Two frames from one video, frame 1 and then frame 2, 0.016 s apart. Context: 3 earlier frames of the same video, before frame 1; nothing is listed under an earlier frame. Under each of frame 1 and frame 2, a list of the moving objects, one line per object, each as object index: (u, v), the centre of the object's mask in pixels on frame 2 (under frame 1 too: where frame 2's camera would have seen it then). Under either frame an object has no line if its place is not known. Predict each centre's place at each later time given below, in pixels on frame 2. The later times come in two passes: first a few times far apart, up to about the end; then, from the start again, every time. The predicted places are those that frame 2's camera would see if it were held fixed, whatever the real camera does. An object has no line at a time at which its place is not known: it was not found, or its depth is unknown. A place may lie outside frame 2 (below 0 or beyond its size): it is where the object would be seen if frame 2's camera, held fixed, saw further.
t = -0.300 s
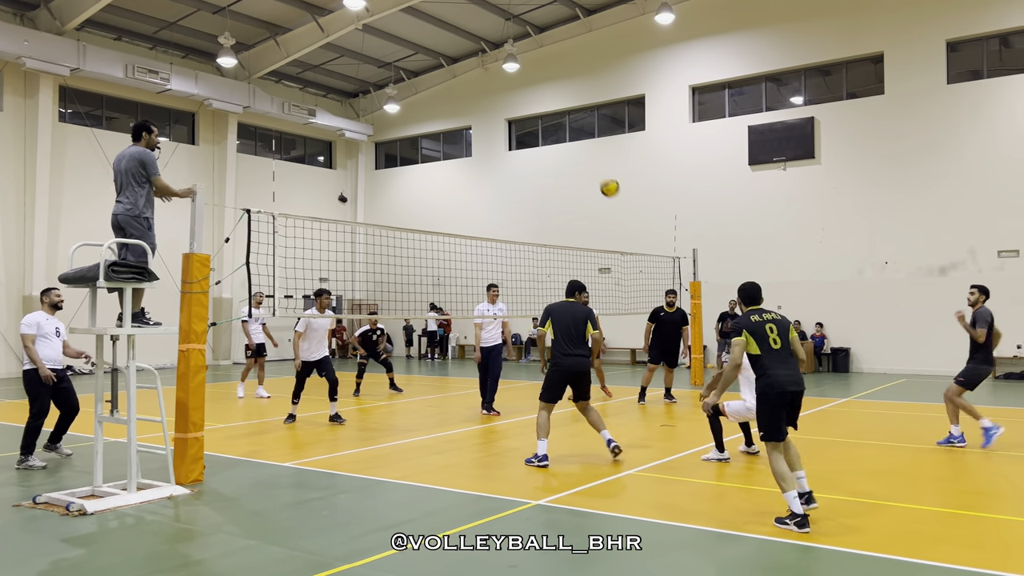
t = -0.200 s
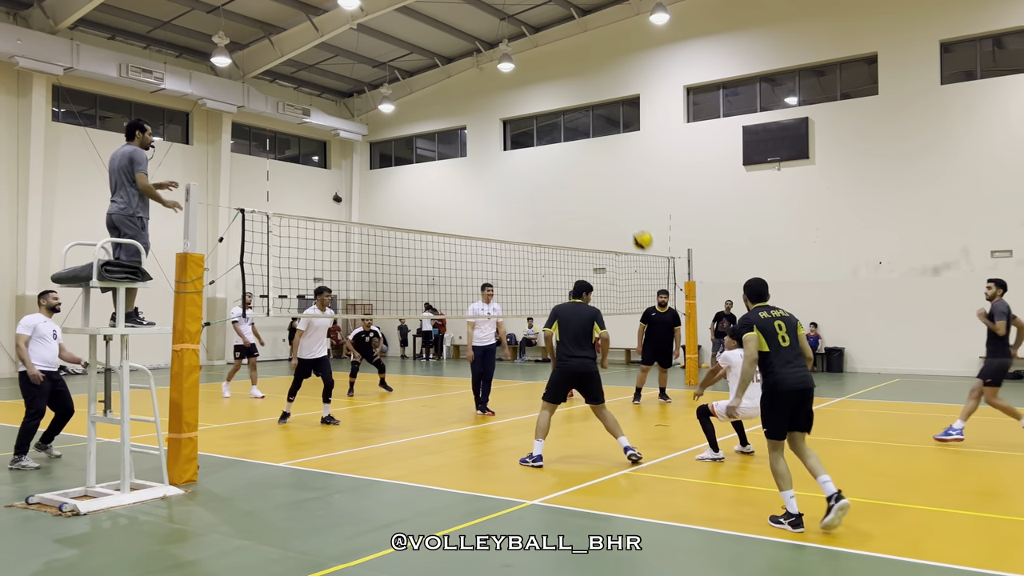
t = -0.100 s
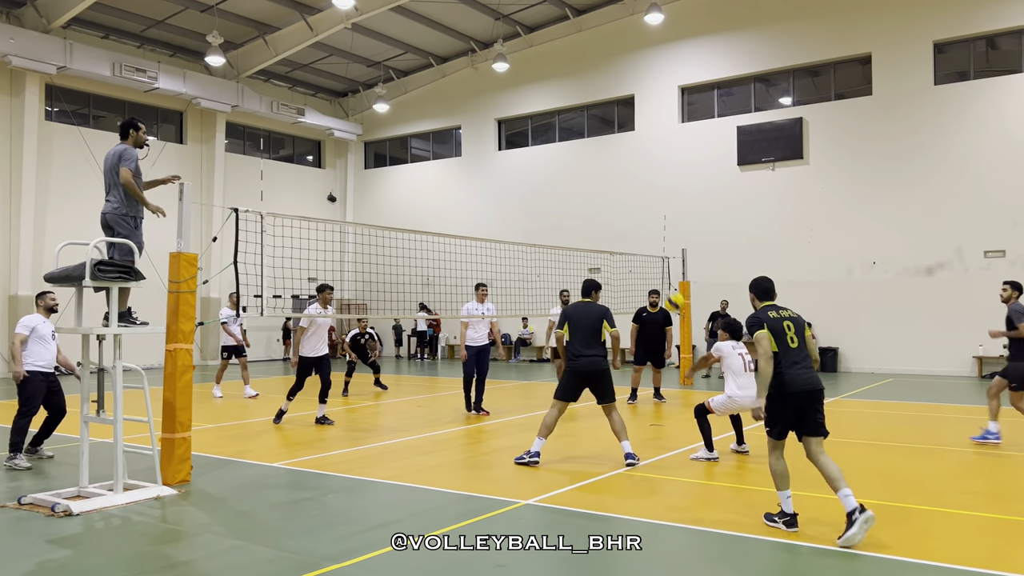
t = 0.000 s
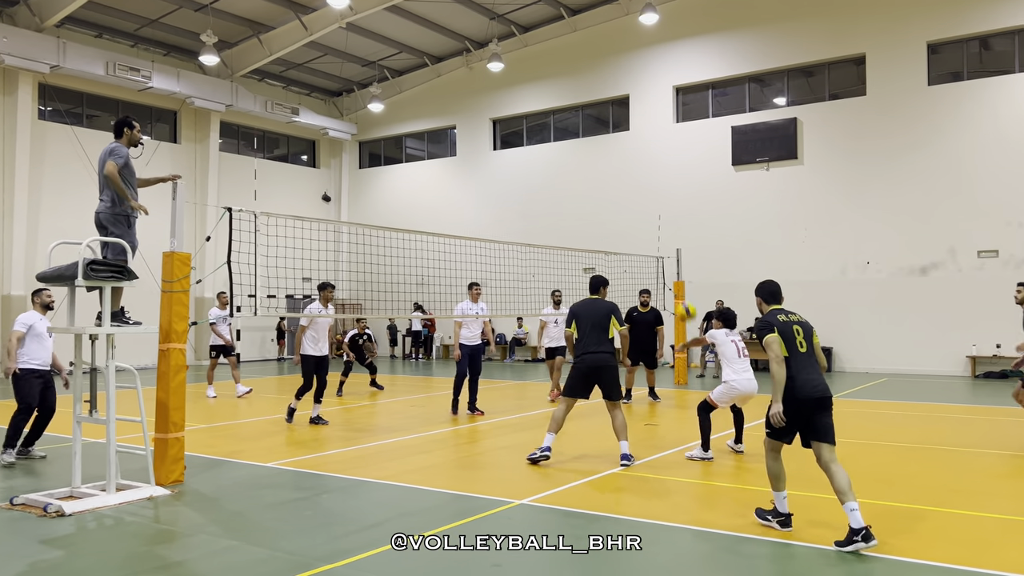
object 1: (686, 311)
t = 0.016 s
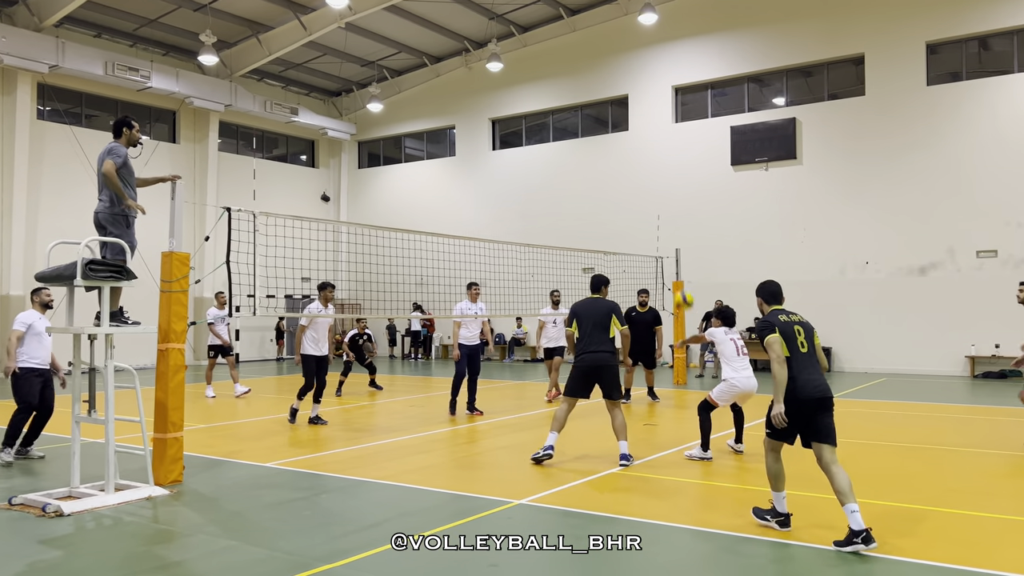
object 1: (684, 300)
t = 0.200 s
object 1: (664, 203)
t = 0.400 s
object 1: (647, 141)
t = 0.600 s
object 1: (632, 118)
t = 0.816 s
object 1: (618, 127)
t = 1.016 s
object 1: (607, 164)
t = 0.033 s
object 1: (681, 290)
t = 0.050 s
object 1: (680, 279)
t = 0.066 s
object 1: (678, 270)
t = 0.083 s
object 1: (676, 260)
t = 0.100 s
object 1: (674, 251)
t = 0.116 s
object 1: (673, 242)
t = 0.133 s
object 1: (671, 233)
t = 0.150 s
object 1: (670, 226)
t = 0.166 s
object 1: (668, 217)
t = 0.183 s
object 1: (666, 210)
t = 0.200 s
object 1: (664, 203)
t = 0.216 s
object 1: (663, 196)
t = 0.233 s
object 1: (661, 189)
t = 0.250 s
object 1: (660, 183)
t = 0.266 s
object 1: (658, 177)
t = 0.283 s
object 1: (657, 171)
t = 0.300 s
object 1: (656, 167)
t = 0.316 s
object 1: (654, 162)
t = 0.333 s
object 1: (653, 157)
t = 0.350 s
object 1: (651, 153)
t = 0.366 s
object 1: (650, 148)
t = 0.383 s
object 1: (648, 145)
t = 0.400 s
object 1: (647, 141)
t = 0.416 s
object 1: (646, 138)
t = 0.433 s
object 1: (644, 134)
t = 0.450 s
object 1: (643, 132)
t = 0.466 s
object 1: (641, 129)
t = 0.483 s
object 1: (640, 127)
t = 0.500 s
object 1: (639, 125)
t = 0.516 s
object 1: (637, 123)
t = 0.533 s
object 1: (636, 122)
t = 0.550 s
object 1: (635, 120)
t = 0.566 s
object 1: (634, 119)
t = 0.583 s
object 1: (633, 118)
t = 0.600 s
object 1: (632, 118)
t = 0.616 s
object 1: (631, 117)
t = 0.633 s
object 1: (629, 117)
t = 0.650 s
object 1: (628, 117)
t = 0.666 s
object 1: (627, 117)
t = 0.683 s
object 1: (626, 117)
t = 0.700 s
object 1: (625, 118)
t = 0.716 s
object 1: (624, 119)
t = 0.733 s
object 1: (623, 119)
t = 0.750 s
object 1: (622, 121)
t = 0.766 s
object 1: (620, 122)
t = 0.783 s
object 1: (619, 123)
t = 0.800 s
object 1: (618, 125)
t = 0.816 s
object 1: (618, 127)
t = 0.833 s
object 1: (617, 129)
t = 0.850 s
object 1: (616, 131)
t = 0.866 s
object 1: (615, 134)
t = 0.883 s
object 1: (614, 136)
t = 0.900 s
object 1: (613, 139)
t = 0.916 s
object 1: (611, 142)
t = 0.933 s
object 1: (611, 146)
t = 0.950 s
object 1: (610, 149)
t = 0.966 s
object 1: (609, 152)
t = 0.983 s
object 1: (608, 156)
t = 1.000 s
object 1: (607, 160)
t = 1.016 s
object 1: (607, 164)
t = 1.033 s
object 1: (606, 168)
